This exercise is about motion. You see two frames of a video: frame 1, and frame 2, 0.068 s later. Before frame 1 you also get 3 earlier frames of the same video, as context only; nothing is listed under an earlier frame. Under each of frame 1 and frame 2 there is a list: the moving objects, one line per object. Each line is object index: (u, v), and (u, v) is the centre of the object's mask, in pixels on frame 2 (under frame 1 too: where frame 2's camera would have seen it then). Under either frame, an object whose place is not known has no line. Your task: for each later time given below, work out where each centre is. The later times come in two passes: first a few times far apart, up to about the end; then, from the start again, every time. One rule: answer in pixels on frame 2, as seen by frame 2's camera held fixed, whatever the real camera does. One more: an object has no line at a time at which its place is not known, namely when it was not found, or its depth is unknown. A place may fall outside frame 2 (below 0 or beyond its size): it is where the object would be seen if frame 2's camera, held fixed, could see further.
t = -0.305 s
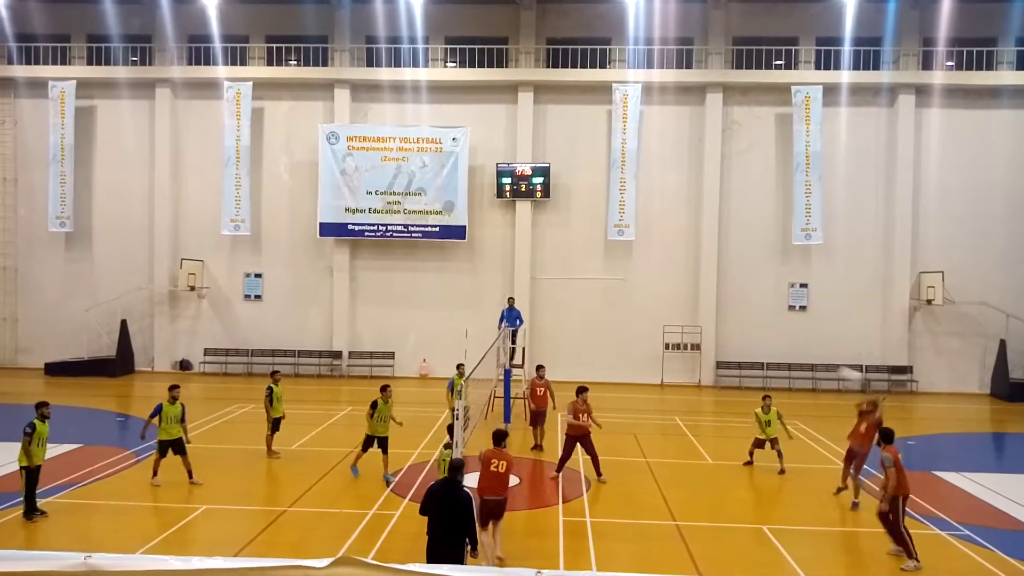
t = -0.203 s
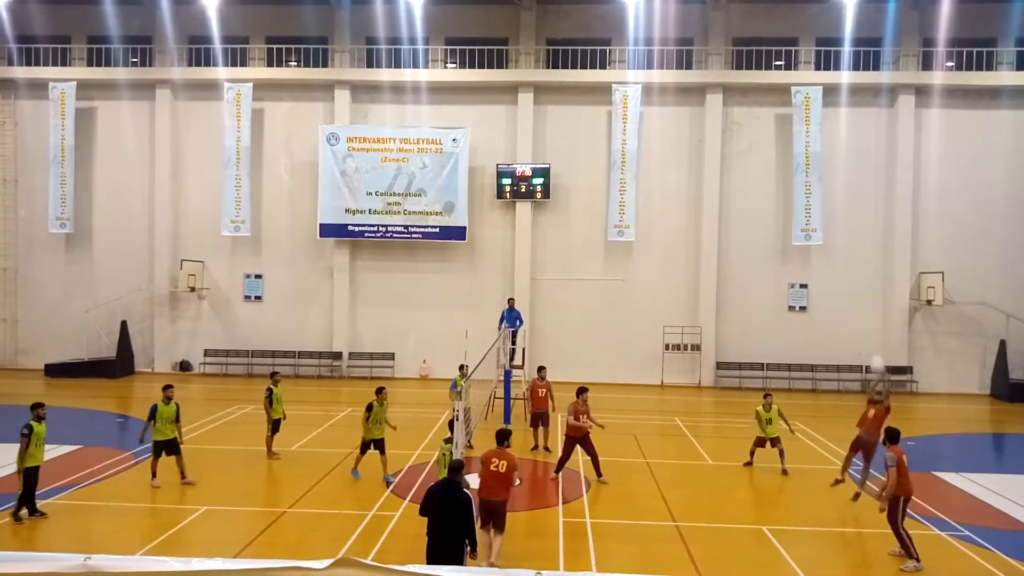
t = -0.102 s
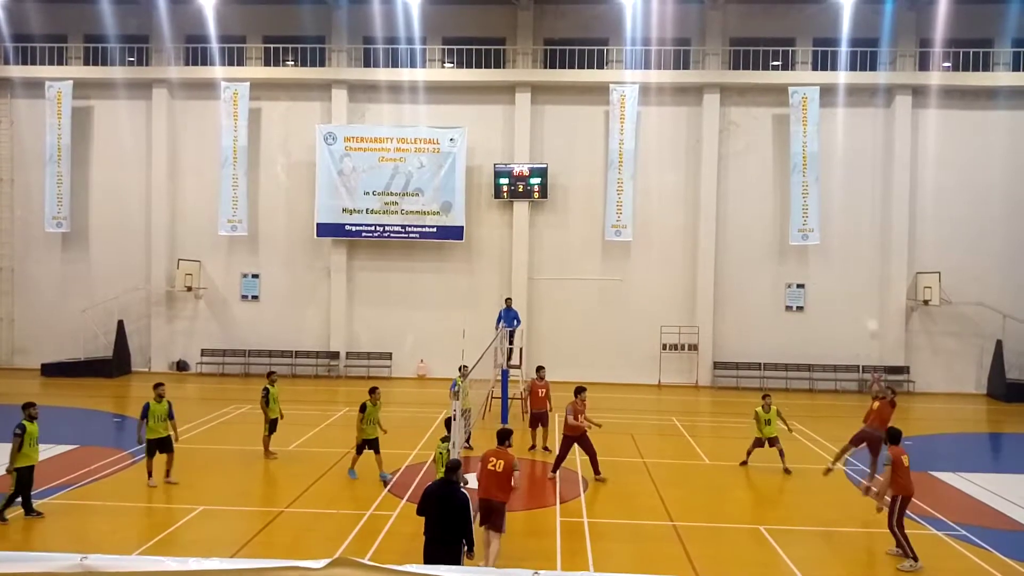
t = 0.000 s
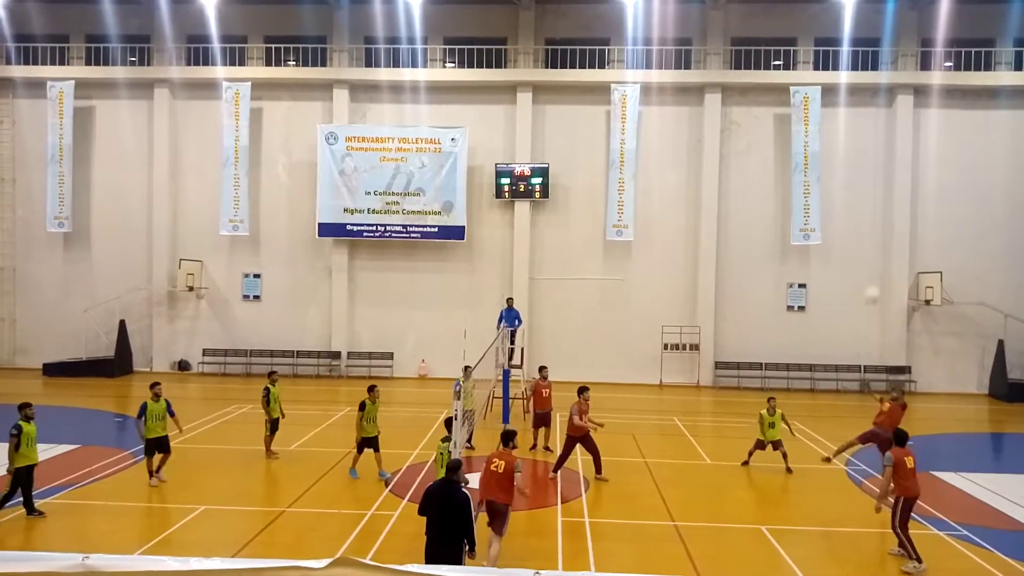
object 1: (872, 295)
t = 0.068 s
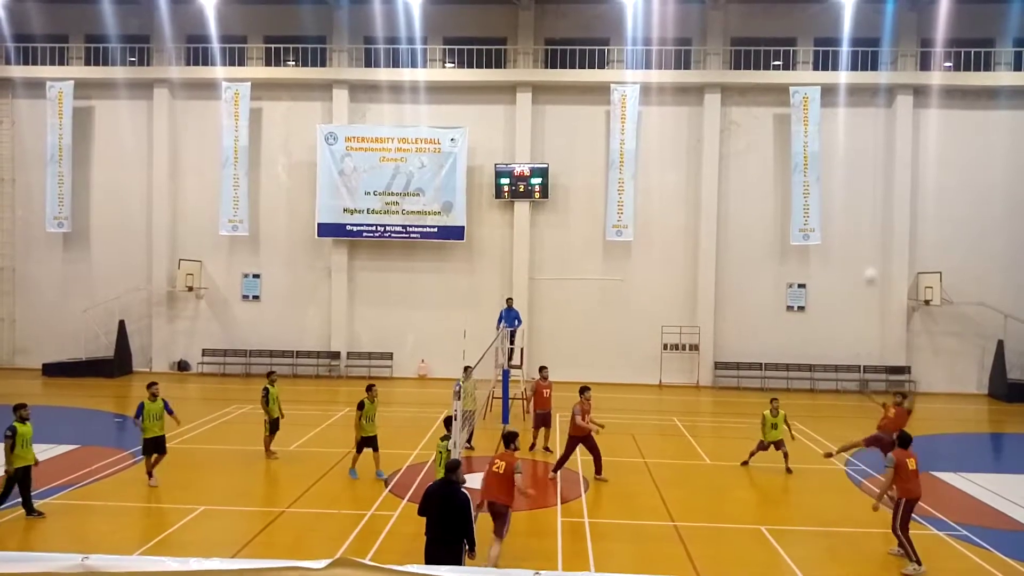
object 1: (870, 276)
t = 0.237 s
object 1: (867, 237)
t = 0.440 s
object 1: (863, 212)
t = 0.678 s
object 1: (860, 231)
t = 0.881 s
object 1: (856, 312)
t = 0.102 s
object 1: (870, 267)
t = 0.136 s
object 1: (869, 258)
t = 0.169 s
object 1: (869, 250)
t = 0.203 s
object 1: (867, 243)
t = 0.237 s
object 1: (867, 237)
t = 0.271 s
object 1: (867, 231)
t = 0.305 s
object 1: (866, 225)
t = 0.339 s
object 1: (864, 221)
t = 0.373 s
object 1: (864, 217)
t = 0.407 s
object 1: (864, 215)
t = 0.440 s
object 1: (863, 212)
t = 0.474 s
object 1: (863, 211)
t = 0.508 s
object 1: (862, 212)
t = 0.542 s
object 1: (862, 213)
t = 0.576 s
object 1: (861, 215)
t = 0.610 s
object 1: (861, 219)
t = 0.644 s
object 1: (861, 224)
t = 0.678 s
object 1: (860, 231)
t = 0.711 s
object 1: (859, 239)
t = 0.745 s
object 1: (858, 249)
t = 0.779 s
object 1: (858, 261)
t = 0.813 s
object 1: (858, 276)
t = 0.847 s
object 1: (858, 293)
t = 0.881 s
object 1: (856, 312)
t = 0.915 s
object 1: (855, 335)
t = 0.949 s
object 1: (854, 358)
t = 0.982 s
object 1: (854, 389)
